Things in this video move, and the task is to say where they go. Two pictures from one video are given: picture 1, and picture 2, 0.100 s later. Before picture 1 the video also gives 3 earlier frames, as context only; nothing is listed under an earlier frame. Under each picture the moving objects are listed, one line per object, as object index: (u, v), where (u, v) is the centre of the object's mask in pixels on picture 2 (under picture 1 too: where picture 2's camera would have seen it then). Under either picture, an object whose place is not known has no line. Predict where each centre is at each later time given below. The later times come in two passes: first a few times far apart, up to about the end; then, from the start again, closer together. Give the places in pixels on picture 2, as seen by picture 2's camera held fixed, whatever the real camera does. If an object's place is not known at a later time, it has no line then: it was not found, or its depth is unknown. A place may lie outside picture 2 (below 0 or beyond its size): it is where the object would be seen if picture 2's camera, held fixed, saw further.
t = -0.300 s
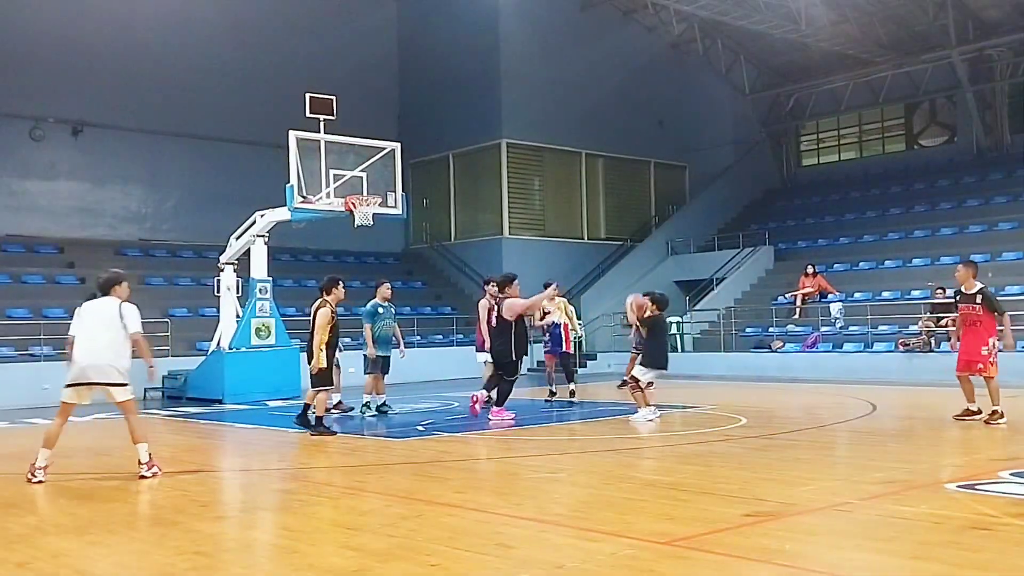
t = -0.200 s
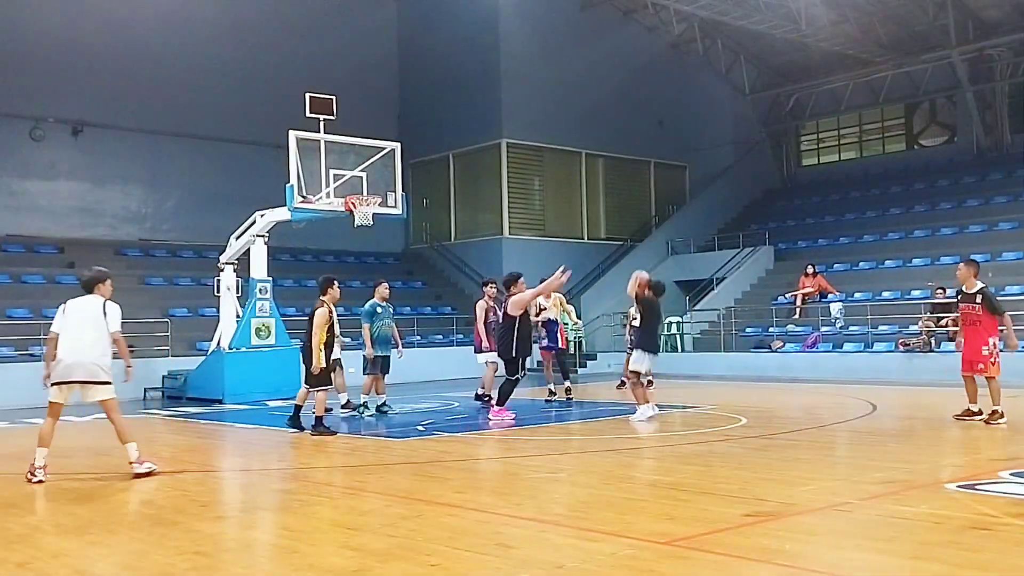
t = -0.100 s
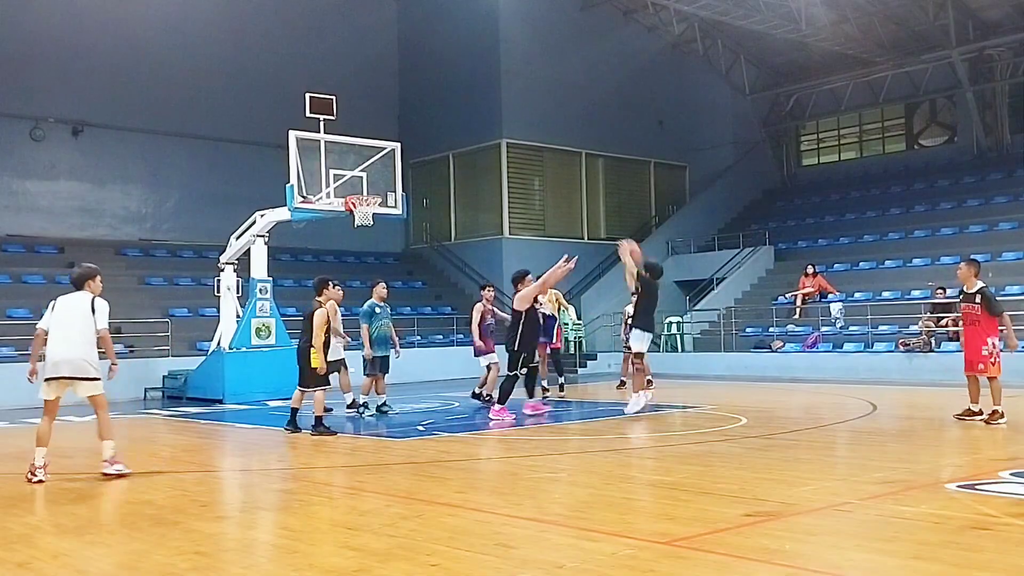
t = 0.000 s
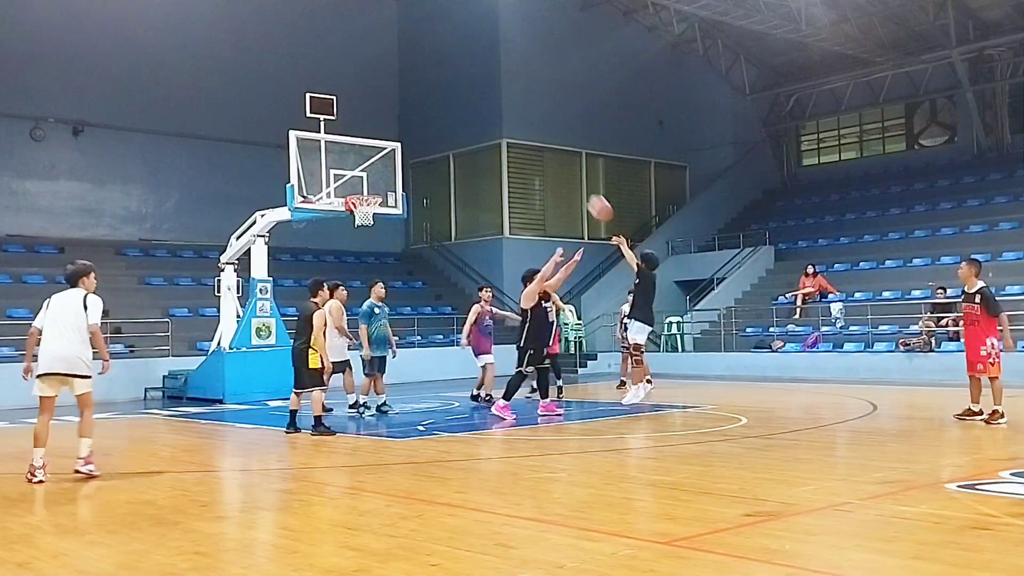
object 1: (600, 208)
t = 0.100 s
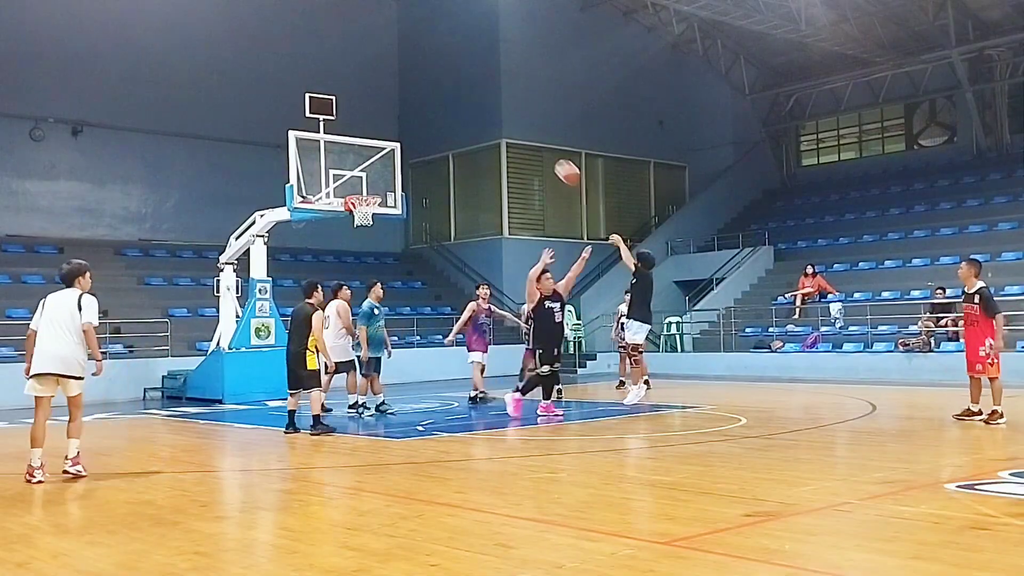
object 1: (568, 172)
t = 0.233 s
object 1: (529, 138)
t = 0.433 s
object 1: (477, 116)
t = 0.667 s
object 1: (424, 127)
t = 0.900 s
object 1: (376, 174)
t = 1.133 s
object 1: (364, 214)
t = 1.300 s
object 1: (371, 215)
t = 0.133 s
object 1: (557, 162)
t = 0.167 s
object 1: (548, 154)
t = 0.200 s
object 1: (538, 145)
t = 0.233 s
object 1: (529, 138)
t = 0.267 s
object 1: (520, 132)
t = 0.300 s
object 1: (512, 127)
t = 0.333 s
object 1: (503, 124)
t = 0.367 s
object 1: (494, 120)
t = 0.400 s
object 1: (486, 118)
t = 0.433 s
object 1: (477, 116)
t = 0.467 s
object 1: (469, 115)
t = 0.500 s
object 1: (461, 115)
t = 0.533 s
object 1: (454, 116)
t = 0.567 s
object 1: (446, 118)
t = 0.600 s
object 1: (438, 121)
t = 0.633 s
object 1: (431, 124)
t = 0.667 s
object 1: (424, 127)
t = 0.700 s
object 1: (417, 132)
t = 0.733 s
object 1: (410, 138)
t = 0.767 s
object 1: (403, 143)
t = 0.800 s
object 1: (396, 150)
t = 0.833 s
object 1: (388, 158)
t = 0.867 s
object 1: (383, 166)
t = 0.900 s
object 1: (376, 174)
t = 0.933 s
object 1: (370, 185)
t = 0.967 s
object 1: (364, 190)
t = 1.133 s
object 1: (364, 214)
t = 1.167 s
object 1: (370, 215)
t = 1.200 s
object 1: (372, 213)
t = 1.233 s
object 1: (372, 215)
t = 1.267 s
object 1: (372, 215)
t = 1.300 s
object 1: (371, 215)
